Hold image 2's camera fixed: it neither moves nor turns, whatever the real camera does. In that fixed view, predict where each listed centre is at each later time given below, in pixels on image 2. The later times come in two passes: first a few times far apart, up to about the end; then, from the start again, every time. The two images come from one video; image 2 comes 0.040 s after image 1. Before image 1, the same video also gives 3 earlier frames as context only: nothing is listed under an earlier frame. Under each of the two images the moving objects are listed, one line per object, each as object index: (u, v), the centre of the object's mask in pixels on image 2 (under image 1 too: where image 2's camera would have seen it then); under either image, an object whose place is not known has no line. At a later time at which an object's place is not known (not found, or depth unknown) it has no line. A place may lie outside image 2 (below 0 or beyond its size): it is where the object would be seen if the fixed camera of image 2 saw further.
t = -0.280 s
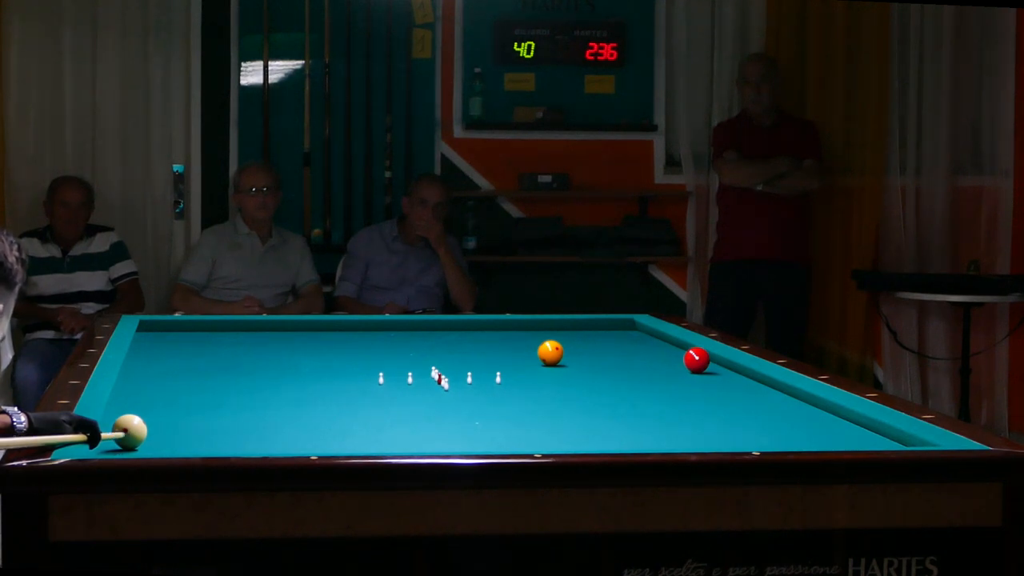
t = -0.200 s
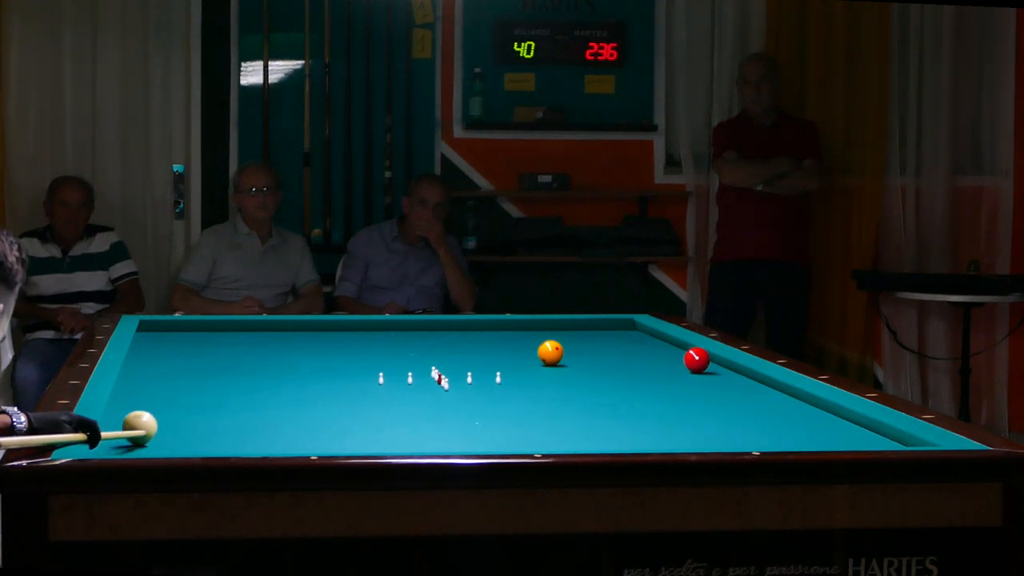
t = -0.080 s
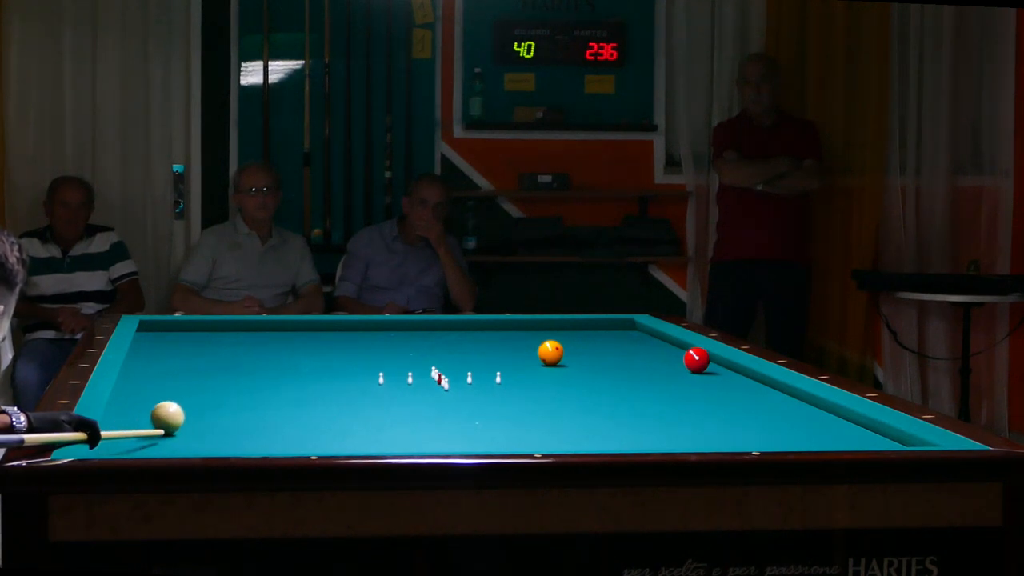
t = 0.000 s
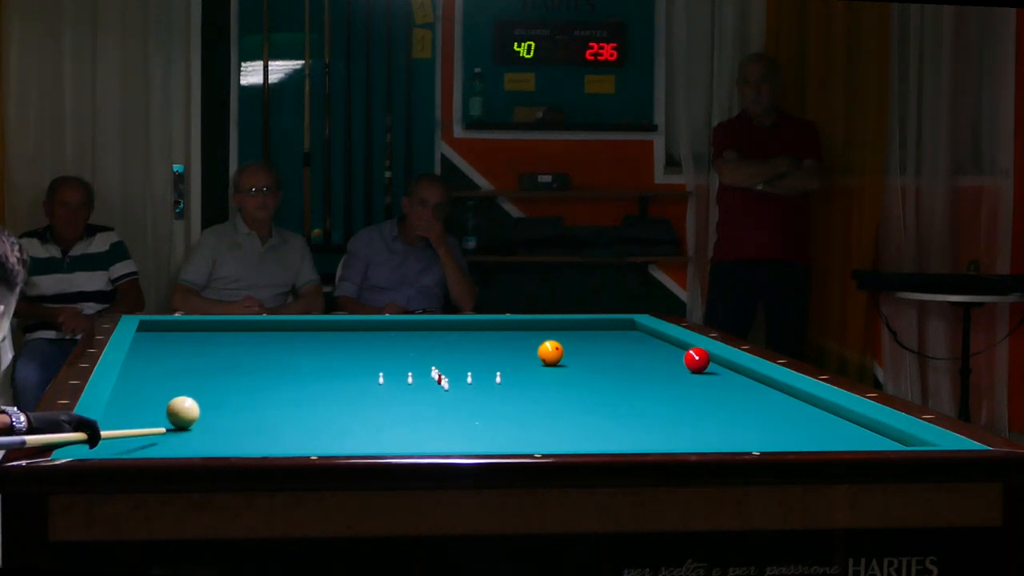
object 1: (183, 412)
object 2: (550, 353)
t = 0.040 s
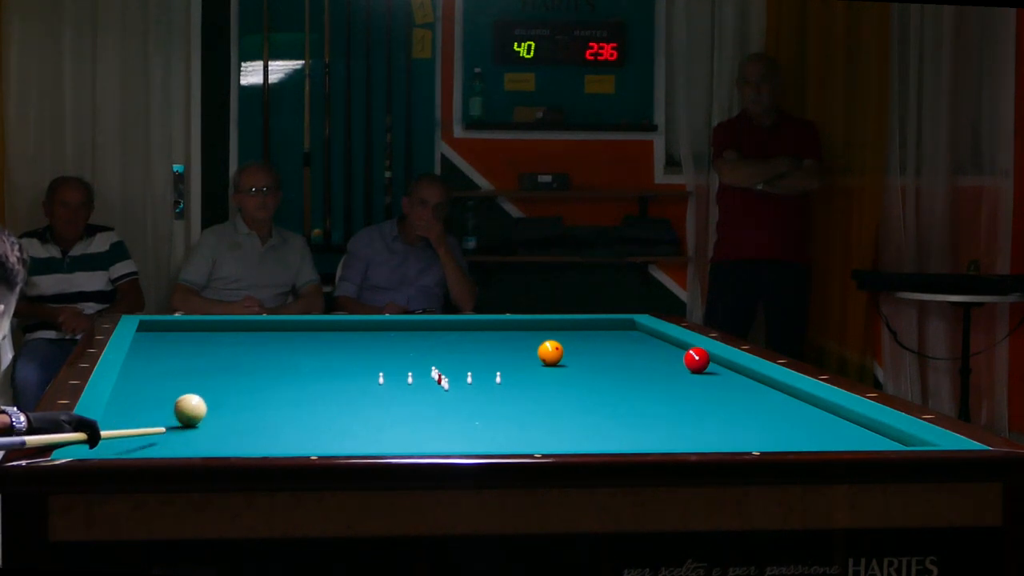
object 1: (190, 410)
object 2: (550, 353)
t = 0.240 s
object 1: (223, 399)
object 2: (550, 353)
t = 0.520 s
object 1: (264, 386)
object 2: (550, 352)
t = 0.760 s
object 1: (296, 376)
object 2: (550, 352)
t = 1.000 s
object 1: (325, 366)
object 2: (550, 352)
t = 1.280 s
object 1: (355, 356)
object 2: (550, 353)
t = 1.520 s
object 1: (378, 349)
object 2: (550, 352)
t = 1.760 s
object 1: (400, 342)
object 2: (550, 352)
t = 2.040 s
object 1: (423, 335)
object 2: (550, 352)
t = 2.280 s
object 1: (441, 328)
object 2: (550, 352)
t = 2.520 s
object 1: (457, 323)
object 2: (550, 352)
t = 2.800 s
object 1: (495, 323)
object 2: (550, 352)
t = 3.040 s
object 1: (537, 325)
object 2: (550, 352)
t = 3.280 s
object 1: (579, 328)
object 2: (550, 352)
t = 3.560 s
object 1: (628, 331)
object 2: (550, 352)
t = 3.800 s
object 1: (647, 334)
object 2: (550, 352)
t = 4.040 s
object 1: (633, 337)
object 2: (550, 352)
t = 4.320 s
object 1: (617, 341)
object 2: (550, 352)
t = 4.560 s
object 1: (603, 343)
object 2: (550, 352)
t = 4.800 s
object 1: (590, 346)
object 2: (550, 353)
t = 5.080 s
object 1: (574, 350)
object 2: (550, 353)
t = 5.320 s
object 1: (571, 352)
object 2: (540, 353)
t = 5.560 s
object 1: (574, 353)
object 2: (526, 355)
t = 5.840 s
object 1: (577, 355)
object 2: (510, 356)
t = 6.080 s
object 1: (578, 356)
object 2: (497, 357)
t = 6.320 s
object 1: (580, 357)
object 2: (485, 358)
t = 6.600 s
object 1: (581, 358)
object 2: (471, 360)
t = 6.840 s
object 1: (583, 359)
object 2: (460, 361)
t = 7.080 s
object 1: (584, 360)
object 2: (450, 362)
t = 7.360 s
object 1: (585, 361)
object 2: (440, 361)
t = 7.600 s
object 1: (586, 362)
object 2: (430, 363)
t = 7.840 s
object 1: (586, 362)
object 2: (422, 364)
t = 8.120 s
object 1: (587, 363)
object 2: (414, 365)
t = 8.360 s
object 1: (588, 363)
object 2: (407, 365)
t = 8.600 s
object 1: (589, 363)
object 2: (401, 366)
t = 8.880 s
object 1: (589, 363)
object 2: (396, 367)
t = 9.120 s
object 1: (589, 363)
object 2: (392, 367)
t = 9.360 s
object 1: (589, 363)
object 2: (389, 367)
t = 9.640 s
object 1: (589, 363)
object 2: (385, 367)
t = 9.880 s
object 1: (589, 363)
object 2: (383, 367)
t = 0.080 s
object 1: (197, 408)
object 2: (550, 353)
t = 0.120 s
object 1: (203, 405)
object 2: (550, 353)
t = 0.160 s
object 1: (210, 403)
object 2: (550, 353)
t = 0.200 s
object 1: (217, 401)
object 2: (550, 353)
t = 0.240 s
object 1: (223, 399)
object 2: (550, 353)
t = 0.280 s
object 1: (229, 397)
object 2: (550, 352)
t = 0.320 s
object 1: (235, 395)
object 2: (550, 353)
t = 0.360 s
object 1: (241, 393)
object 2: (550, 353)
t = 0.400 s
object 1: (247, 391)
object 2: (550, 353)
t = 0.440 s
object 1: (253, 389)
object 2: (550, 353)
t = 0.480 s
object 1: (259, 388)
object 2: (550, 353)
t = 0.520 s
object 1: (264, 386)
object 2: (550, 352)
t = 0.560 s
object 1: (270, 384)
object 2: (550, 352)
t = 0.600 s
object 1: (275, 382)
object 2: (550, 352)
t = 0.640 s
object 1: (281, 380)
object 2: (550, 352)
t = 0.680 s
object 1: (286, 379)
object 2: (550, 352)
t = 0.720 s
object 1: (291, 377)
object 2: (550, 352)
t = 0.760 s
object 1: (296, 376)
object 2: (550, 352)
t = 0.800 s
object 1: (301, 374)
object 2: (550, 352)
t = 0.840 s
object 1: (306, 372)
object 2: (550, 352)
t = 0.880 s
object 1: (311, 371)
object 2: (550, 352)
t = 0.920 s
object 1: (316, 369)
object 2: (550, 353)
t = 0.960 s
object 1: (320, 368)
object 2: (550, 353)
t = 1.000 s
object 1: (325, 366)
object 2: (550, 352)
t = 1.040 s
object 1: (329, 365)
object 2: (550, 353)
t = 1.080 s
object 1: (333, 363)
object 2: (550, 352)
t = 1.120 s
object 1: (338, 362)
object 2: (550, 353)
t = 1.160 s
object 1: (342, 360)
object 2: (550, 353)
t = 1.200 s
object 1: (346, 359)
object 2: (550, 353)
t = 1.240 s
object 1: (351, 358)
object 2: (550, 352)
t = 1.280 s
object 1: (355, 356)
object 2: (550, 353)
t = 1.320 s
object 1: (359, 355)
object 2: (550, 353)
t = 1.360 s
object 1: (363, 354)
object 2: (550, 352)
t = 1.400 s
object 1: (367, 353)
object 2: (550, 352)
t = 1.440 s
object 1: (371, 351)
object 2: (550, 352)
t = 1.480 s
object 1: (375, 350)
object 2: (550, 352)
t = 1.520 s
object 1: (378, 349)
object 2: (550, 352)
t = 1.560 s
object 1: (382, 347)
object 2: (550, 352)
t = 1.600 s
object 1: (386, 346)
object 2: (550, 352)
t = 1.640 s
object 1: (389, 345)
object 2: (550, 352)
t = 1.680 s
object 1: (393, 344)
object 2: (550, 352)
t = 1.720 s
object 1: (396, 343)
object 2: (550, 352)
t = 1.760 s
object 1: (400, 342)
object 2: (550, 352)
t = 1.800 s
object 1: (403, 341)
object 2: (550, 352)
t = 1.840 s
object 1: (406, 340)
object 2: (550, 352)
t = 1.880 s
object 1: (410, 339)
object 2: (550, 352)
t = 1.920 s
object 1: (413, 338)
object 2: (550, 352)
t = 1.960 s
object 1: (416, 336)
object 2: (550, 352)
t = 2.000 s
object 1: (420, 336)
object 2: (550, 352)
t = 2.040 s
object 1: (423, 335)
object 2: (550, 352)
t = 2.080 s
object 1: (426, 334)
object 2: (550, 352)
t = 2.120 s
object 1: (429, 333)
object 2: (550, 352)
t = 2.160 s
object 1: (432, 332)
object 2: (550, 352)
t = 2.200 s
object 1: (435, 331)
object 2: (550, 352)
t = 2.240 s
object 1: (437, 330)
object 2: (550, 353)
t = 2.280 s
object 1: (441, 328)
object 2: (550, 352)
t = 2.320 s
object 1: (444, 328)
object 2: (550, 352)
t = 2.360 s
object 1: (446, 327)
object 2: (550, 352)
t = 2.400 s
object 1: (449, 326)
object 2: (550, 352)
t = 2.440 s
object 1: (452, 325)
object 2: (550, 352)
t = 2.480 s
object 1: (455, 324)
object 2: (550, 352)
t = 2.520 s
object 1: (457, 323)
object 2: (550, 352)
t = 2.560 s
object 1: (460, 322)
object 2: (550, 352)
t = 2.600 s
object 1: (463, 322)
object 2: (550, 352)
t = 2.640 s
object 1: (466, 321)
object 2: (550, 352)
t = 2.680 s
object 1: (473, 321)
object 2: (550, 352)
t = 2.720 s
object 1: (481, 322)
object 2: (550, 352)
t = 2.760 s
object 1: (488, 322)
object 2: (550, 352)
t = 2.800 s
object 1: (495, 323)
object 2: (550, 352)
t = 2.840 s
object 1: (502, 323)
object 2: (550, 352)
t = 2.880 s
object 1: (509, 323)
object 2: (550, 352)
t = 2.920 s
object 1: (516, 324)
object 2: (550, 352)
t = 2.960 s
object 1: (523, 325)
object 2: (550, 352)
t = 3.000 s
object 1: (530, 325)
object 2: (550, 352)
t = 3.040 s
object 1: (537, 325)
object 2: (550, 352)
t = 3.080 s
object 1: (544, 326)
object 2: (550, 352)
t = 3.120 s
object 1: (551, 326)
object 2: (550, 352)
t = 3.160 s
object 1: (558, 327)
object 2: (550, 352)
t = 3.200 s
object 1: (565, 327)
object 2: (550, 352)
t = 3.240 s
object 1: (572, 328)
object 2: (550, 352)
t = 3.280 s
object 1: (579, 328)
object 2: (550, 352)
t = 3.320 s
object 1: (586, 328)
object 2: (550, 352)
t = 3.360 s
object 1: (593, 329)
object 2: (550, 352)
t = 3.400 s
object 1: (600, 329)
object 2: (550, 352)
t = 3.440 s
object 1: (607, 330)
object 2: (550, 352)
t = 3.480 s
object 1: (614, 330)
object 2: (550, 352)
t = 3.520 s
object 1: (621, 331)
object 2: (550, 352)
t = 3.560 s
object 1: (628, 331)
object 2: (550, 352)
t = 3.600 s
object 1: (635, 332)
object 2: (550, 352)
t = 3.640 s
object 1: (642, 332)
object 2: (550, 352)
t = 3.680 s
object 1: (649, 332)
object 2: (550, 352)
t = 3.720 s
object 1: (652, 333)
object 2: (550, 352)
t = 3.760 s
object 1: (649, 334)
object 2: (550, 352)
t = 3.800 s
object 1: (647, 334)
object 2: (550, 352)
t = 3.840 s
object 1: (644, 335)
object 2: (550, 352)
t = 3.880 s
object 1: (642, 335)
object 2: (550, 352)
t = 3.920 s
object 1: (640, 336)
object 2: (550, 352)
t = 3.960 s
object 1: (638, 336)
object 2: (550, 352)
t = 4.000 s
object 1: (635, 336)
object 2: (550, 352)
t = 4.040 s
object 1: (633, 337)
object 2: (550, 352)
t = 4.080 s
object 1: (631, 338)
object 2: (550, 352)
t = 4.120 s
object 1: (629, 338)
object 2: (550, 352)
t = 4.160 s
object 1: (626, 338)
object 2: (550, 352)
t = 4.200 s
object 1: (624, 339)
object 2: (550, 352)
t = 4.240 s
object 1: (622, 339)
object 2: (550, 352)
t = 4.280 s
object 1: (620, 340)
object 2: (550, 352)
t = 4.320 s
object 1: (617, 341)
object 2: (550, 352)
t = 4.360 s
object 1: (615, 341)
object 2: (550, 352)
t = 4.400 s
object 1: (613, 342)
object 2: (550, 352)
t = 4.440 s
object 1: (610, 342)
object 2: (550, 352)
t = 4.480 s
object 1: (608, 342)
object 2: (550, 352)
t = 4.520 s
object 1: (606, 343)
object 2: (550, 352)
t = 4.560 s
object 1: (603, 343)
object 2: (550, 352)
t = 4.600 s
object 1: (601, 344)
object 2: (550, 352)
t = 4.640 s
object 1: (599, 345)
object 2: (550, 352)
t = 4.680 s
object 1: (597, 345)
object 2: (550, 352)
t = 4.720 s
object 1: (594, 346)
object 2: (550, 352)
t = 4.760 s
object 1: (592, 346)
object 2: (550, 352)
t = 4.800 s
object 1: (590, 346)
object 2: (550, 353)
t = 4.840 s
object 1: (587, 347)
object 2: (550, 352)
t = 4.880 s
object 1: (585, 348)
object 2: (550, 352)
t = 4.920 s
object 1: (583, 348)
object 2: (550, 352)
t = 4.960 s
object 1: (581, 349)
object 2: (550, 352)
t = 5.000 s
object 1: (578, 349)
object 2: (550, 352)
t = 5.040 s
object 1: (576, 350)
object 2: (550, 353)
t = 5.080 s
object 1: (574, 350)
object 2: (550, 353)
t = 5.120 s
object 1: (572, 351)
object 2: (550, 353)
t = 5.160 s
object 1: (571, 351)
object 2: (550, 352)
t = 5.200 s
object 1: (570, 351)
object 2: (547, 353)
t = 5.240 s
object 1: (570, 351)
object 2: (544, 353)
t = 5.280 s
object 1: (571, 352)
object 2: (542, 353)
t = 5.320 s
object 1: (571, 352)
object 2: (540, 353)
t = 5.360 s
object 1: (572, 352)
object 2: (537, 353)
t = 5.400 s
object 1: (572, 352)
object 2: (535, 354)
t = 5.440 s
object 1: (573, 353)
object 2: (533, 354)
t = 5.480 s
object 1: (573, 353)
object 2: (530, 354)
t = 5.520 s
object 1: (573, 353)
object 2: (528, 354)
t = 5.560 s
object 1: (574, 353)
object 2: (526, 355)
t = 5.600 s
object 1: (574, 354)
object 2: (523, 355)
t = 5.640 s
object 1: (575, 354)
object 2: (521, 355)
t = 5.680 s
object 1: (575, 354)
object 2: (519, 355)
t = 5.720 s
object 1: (576, 354)
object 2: (516, 356)
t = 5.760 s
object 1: (576, 354)
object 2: (514, 356)
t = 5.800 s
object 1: (576, 355)
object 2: (512, 356)
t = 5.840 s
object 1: (577, 355)
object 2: (510, 356)
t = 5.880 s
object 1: (577, 355)
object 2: (507, 356)
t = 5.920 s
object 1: (577, 355)
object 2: (505, 356)
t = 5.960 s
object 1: (578, 355)
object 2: (503, 357)
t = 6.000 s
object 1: (578, 356)
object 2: (501, 357)
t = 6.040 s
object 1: (578, 356)
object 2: (499, 357)
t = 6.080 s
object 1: (578, 356)
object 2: (497, 357)
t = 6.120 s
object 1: (578, 356)
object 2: (495, 357)
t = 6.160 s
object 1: (579, 356)
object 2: (493, 358)
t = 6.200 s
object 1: (579, 357)
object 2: (491, 358)
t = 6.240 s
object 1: (579, 357)
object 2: (489, 358)
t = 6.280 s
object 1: (579, 357)
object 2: (487, 358)
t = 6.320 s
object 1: (580, 357)
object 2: (485, 358)
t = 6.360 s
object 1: (580, 357)
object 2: (483, 359)
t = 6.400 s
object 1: (580, 357)
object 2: (481, 359)
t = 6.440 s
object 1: (580, 358)
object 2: (479, 359)
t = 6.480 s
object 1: (581, 358)
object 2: (477, 359)
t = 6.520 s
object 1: (581, 358)
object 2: (475, 359)
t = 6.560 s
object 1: (581, 358)
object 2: (473, 359)
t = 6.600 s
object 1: (581, 358)
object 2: (471, 360)
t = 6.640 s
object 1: (581, 358)
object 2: (469, 360)
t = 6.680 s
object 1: (582, 359)
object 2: (467, 360)
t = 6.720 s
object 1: (582, 359)
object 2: (466, 360)
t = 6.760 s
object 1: (582, 359)
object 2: (464, 360)
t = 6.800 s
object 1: (583, 359)
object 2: (462, 361)
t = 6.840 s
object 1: (583, 359)
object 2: (460, 361)
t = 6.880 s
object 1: (583, 360)
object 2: (459, 361)
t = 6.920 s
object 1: (583, 359)
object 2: (457, 361)
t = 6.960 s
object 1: (584, 360)
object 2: (455, 361)
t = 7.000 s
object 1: (583, 360)
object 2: (454, 362)
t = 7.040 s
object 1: (584, 360)
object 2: (452, 362)
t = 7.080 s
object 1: (584, 360)
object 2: (450, 362)
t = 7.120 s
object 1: (584, 360)
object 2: (449, 362)
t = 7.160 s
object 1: (584, 360)
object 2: (448, 362)
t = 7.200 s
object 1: (585, 361)
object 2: (446, 362)
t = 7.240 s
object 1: (585, 361)
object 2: (445, 362)
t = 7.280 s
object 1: (585, 361)
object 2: (443, 361)
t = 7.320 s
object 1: (585, 361)
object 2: (442, 361)
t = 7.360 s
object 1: (585, 361)
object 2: (440, 361)
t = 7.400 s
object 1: (585, 361)
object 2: (438, 361)
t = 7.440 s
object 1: (585, 361)
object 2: (436, 362)
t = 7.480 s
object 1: (585, 361)
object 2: (435, 362)
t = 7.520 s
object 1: (586, 361)
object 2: (433, 362)
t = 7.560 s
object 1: (586, 361)
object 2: (432, 362)
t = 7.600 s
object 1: (586, 362)
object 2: (430, 363)
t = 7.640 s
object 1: (586, 362)
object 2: (429, 363)
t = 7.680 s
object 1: (586, 362)
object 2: (428, 363)
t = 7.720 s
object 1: (586, 362)
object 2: (426, 363)
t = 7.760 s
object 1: (586, 362)
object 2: (425, 363)
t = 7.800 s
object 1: (586, 362)
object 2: (424, 363)
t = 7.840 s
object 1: (586, 362)
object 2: (422, 364)
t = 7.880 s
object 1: (587, 362)
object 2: (421, 364)
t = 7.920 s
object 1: (586, 362)
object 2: (420, 364)
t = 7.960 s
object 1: (587, 362)
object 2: (419, 364)
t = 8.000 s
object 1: (587, 363)
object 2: (418, 364)
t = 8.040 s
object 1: (587, 362)
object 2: (417, 364)
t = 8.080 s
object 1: (587, 363)
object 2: (415, 364)
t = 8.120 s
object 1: (587, 363)
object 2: (414, 365)
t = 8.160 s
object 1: (587, 363)
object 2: (413, 365)
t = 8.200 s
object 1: (588, 363)
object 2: (412, 365)
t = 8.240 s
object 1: (588, 363)
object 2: (411, 365)
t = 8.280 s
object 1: (588, 363)
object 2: (410, 365)
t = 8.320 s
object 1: (588, 363)
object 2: (408, 365)
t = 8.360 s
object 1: (588, 363)
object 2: (407, 365)
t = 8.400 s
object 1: (588, 363)
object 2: (406, 365)
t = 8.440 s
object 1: (589, 363)
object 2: (405, 365)
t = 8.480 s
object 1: (589, 363)
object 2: (404, 366)
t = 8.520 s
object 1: (588, 363)
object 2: (403, 366)
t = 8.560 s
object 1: (588, 363)
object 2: (402, 366)
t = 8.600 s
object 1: (589, 363)
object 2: (401, 366)
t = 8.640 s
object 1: (589, 363)
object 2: (401, 366)
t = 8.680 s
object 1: (589, 363)
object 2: (400, 366)
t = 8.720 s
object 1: (589, 363)
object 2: (399, 367)
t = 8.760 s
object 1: (589, 363)
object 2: (398, 367)
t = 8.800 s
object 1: (589, 363)
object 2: (397, 367)
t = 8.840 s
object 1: (589, 363)
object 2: (397, 367)
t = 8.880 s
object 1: (589, 363)
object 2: (396, 367)
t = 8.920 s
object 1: (589, 363)
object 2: (395, 367)
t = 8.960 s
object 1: (589, 363)
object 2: (394, 367)
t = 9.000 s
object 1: (589, 363)
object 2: (394, 367)
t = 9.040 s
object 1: (589, 363)
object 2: (393, 367)
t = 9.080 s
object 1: (589, 363)
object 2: (393, 367)
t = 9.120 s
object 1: (589, 363)
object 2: (392, 367)
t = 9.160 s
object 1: (589, 363)
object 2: (391, 367)
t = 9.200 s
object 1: (589, 363)
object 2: (391, 367)
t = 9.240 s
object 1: (589, 363)
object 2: (390, 367)
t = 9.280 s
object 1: (589, 363)
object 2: (390, 367)
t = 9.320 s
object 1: (589, 363)
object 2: (389, 367)
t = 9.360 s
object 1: (589, 363)
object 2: (389, 367)
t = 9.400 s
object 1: (589, 363)
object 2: (388, 367)
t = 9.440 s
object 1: (589, 363)
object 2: (388, 367)
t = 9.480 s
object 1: (589, 363)
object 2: (387, 367)
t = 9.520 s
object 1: (589, 363)
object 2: (387, 367)
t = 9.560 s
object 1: (589, 363)
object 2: (386, 367)
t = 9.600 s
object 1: (589, 363)
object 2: (386, 367)
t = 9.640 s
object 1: (589, 363)
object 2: (385, 367)
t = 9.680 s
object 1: (589, 363)
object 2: (385, 367)
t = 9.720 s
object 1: (589, 363)
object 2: (384, 367)
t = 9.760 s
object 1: (589, 363)
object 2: (384, 367)
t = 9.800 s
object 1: (589, 363)
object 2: (384, 367)
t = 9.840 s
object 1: (589, 363)
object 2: (384, 367)
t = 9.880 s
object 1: (589, 363)
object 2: (383, 367)
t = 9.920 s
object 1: (589, 363)
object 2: (383, 367)
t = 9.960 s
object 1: (589, 363)
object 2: (383, 367)
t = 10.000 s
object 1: (589, 363)
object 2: (383, 367)
